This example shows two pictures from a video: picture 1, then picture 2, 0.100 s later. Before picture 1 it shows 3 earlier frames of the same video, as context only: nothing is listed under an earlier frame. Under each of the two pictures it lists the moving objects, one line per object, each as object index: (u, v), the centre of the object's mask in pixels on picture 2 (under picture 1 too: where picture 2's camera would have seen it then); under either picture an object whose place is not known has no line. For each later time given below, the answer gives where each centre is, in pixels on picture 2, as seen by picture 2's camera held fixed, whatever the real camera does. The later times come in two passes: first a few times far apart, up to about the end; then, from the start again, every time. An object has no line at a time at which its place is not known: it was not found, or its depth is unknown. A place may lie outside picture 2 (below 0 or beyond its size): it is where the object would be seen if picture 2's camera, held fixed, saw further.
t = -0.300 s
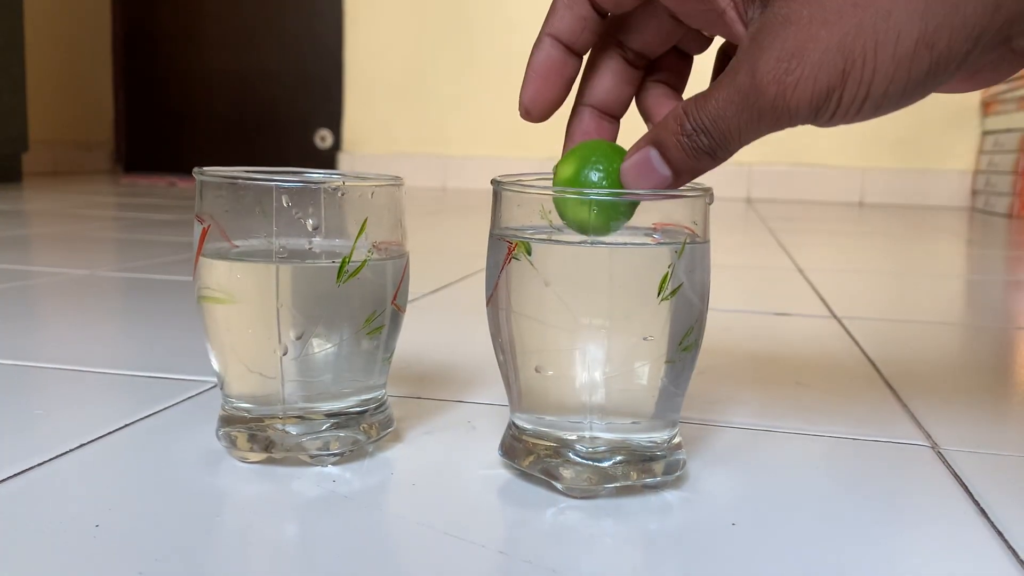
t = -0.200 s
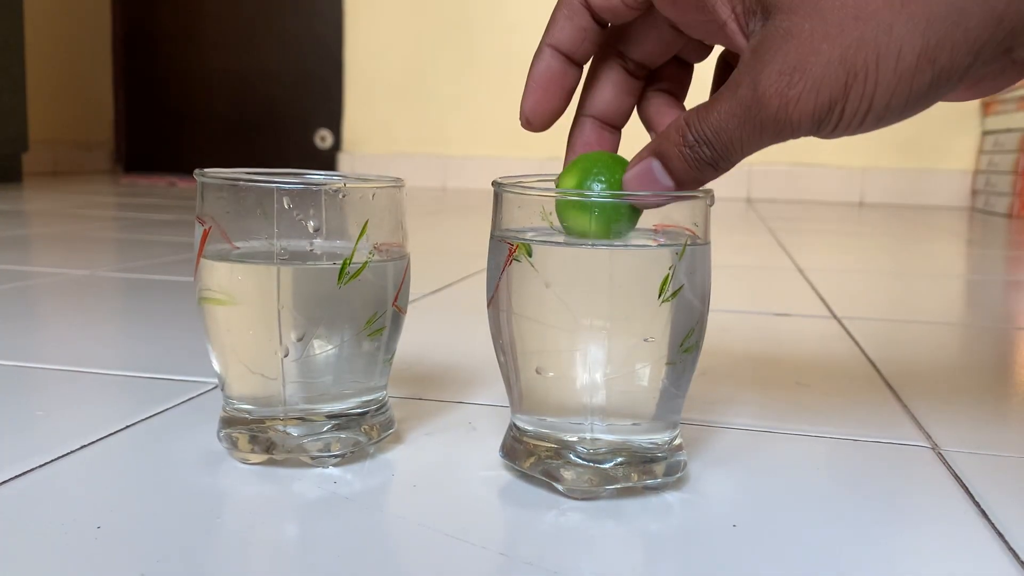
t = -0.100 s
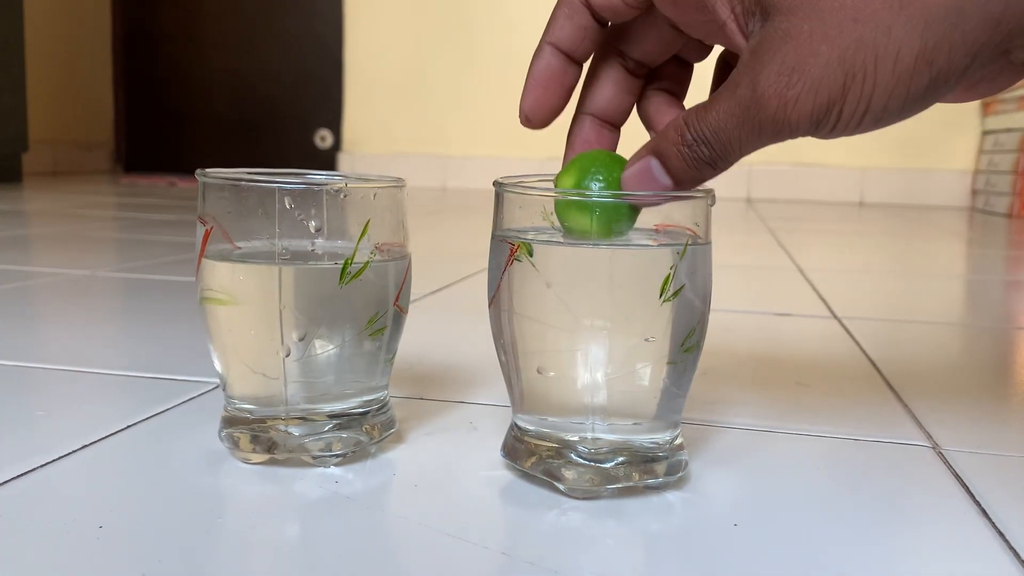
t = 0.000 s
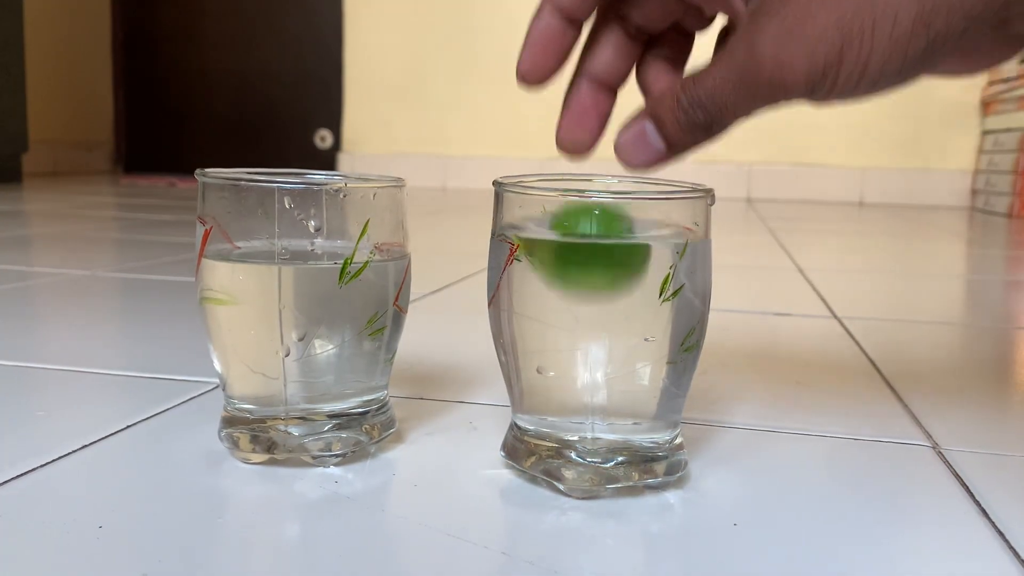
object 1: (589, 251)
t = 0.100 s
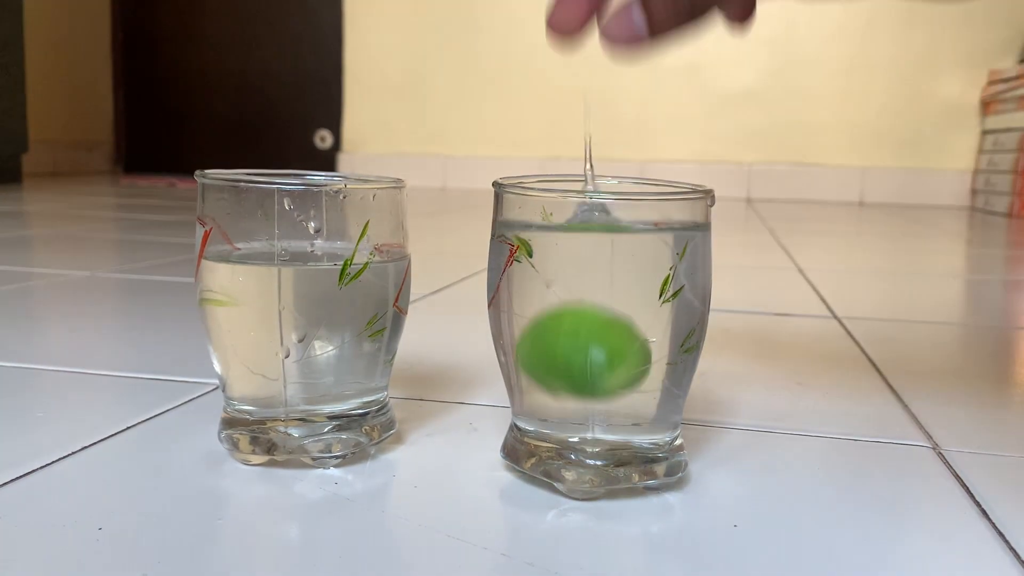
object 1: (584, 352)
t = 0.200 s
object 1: (587, 399)
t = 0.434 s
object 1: (587, 367)
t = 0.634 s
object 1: (584, 347)
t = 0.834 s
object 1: (582, 332)
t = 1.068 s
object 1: (576, 330)
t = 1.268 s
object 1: (570, 339)
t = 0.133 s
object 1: (581, 379)
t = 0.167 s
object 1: (582, 397)
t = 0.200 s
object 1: (587, 399)
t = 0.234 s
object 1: (589, 394)
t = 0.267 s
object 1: (590, 388)
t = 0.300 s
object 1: (591, 383)
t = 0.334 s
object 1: (590, 378)
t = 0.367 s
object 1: (589, 374)
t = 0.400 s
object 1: (588, 371)
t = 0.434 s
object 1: (587, 367)
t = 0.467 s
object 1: (586, 364)
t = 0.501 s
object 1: (585, 361)
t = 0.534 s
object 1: (585, 359)
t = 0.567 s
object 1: (584, 355)
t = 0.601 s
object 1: (584, 351)
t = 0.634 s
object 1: (584, 347)
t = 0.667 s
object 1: (583, 344)
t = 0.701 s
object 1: (583, 341)
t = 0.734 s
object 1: (582, 339)
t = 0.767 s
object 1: (582, 336)
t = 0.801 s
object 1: (582, 334)
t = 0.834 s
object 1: (582, 332)
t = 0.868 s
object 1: (581, 331)
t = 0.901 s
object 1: (580, 330)
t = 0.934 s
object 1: (579, 330)
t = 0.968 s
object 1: (578, 330)
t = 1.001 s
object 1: (577, 330)
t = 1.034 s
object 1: (577, 329)
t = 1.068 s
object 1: (576, 330)
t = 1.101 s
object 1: (575, 331)
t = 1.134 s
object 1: (574, 332)
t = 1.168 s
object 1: (573, 333)
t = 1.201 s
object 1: (572, 335)
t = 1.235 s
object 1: (571, 337)
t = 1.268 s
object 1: (570, 339)
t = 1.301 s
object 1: (569, 341)
